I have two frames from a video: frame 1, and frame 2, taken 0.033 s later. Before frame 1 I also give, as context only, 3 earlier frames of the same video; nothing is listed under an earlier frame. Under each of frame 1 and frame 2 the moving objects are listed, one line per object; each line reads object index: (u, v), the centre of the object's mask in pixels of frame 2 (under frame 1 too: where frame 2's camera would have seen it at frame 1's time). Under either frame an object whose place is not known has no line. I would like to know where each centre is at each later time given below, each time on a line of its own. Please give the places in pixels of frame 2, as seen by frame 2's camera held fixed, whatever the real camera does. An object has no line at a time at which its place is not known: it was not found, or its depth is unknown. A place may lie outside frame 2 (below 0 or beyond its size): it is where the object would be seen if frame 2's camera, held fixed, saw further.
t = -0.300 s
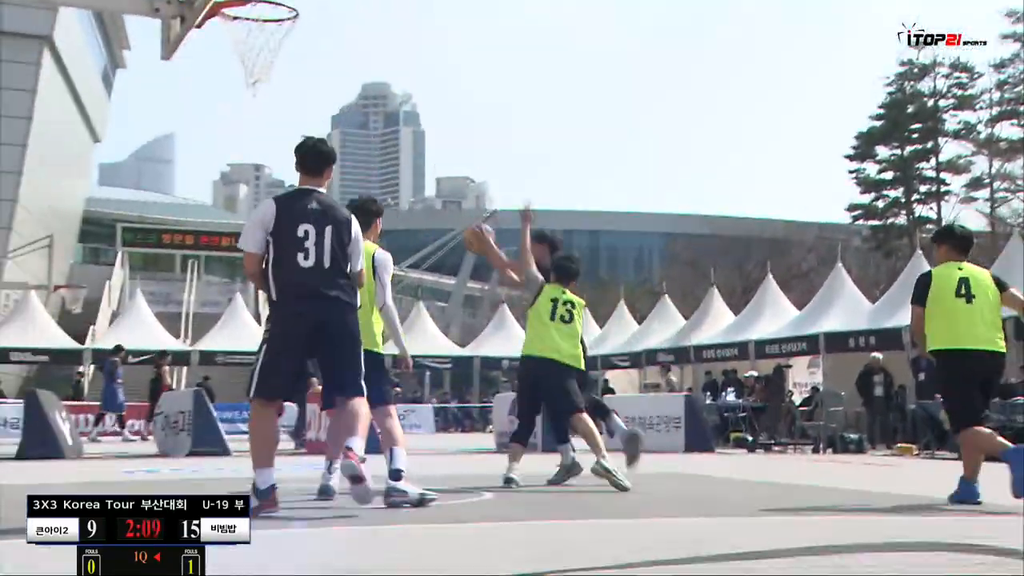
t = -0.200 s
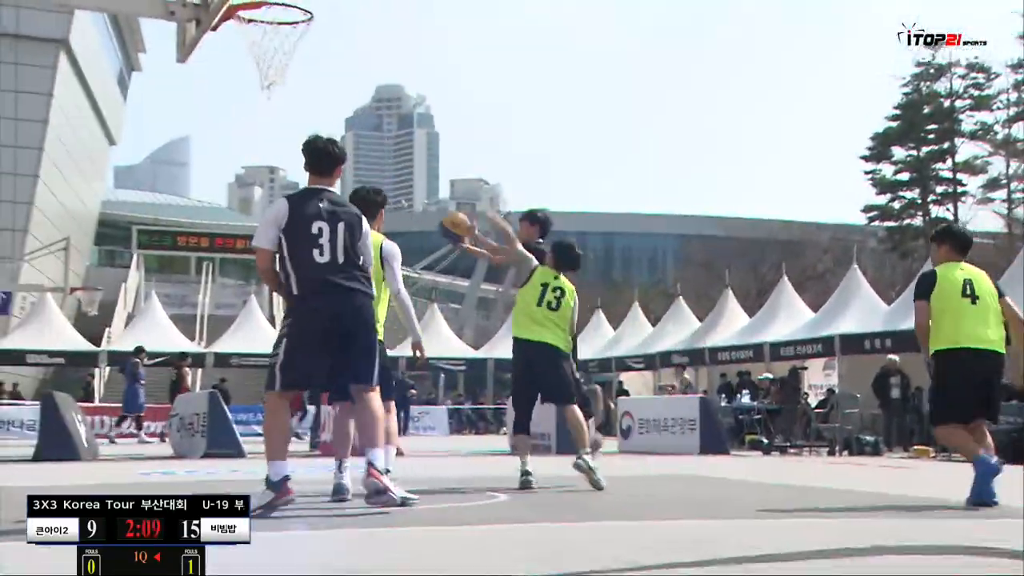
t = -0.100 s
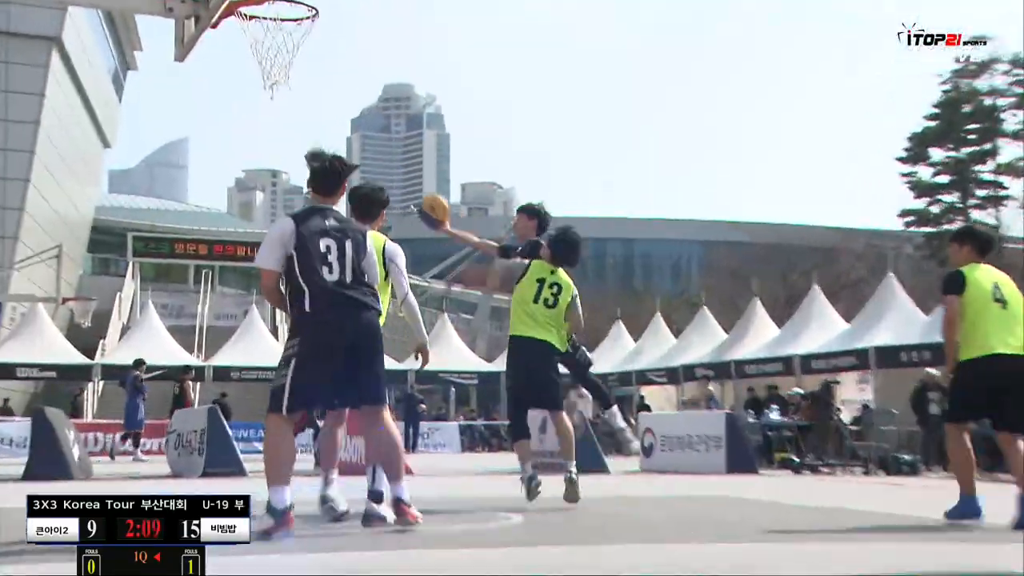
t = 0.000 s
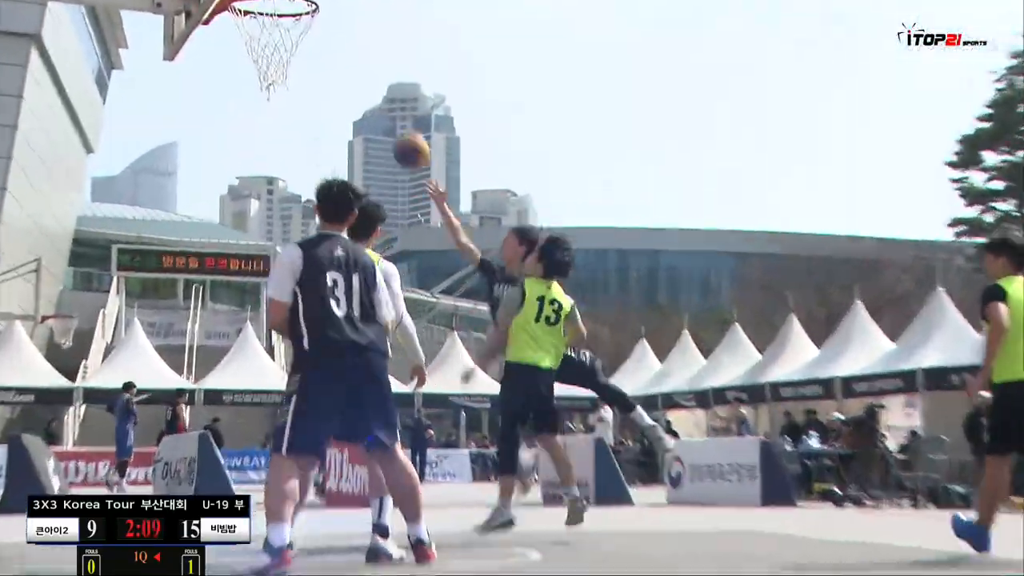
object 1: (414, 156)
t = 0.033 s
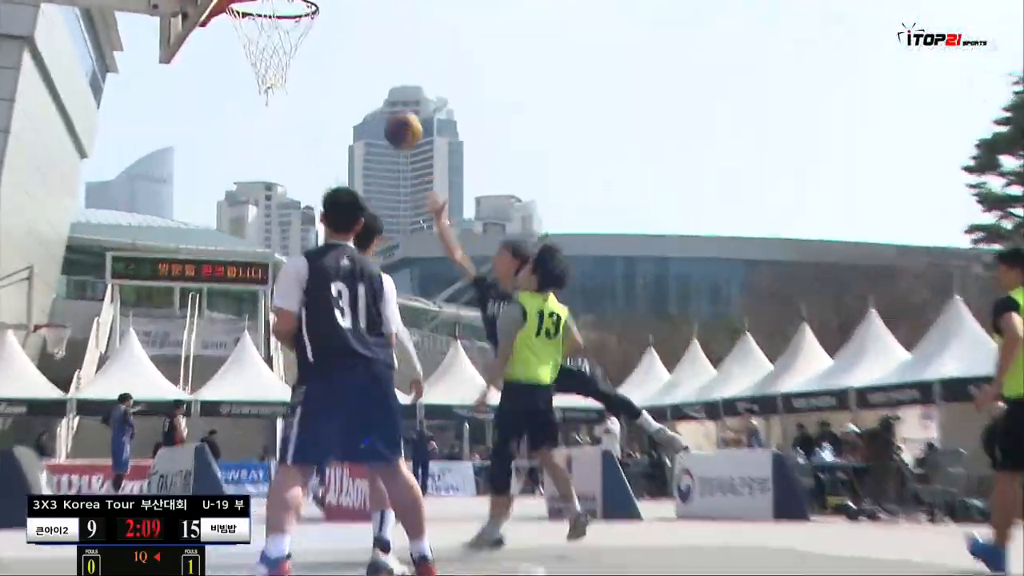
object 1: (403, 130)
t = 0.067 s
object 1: (394, 108)
